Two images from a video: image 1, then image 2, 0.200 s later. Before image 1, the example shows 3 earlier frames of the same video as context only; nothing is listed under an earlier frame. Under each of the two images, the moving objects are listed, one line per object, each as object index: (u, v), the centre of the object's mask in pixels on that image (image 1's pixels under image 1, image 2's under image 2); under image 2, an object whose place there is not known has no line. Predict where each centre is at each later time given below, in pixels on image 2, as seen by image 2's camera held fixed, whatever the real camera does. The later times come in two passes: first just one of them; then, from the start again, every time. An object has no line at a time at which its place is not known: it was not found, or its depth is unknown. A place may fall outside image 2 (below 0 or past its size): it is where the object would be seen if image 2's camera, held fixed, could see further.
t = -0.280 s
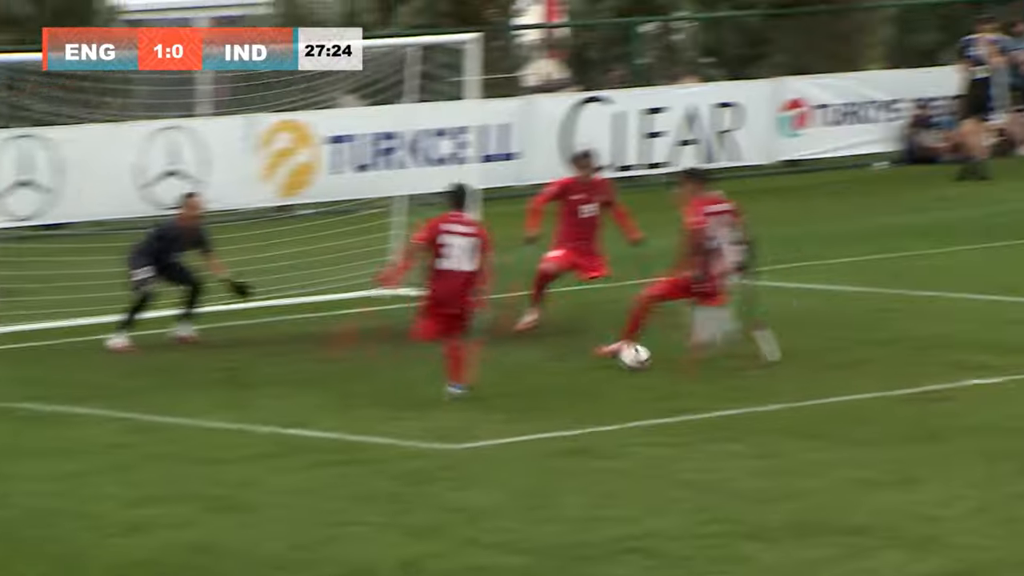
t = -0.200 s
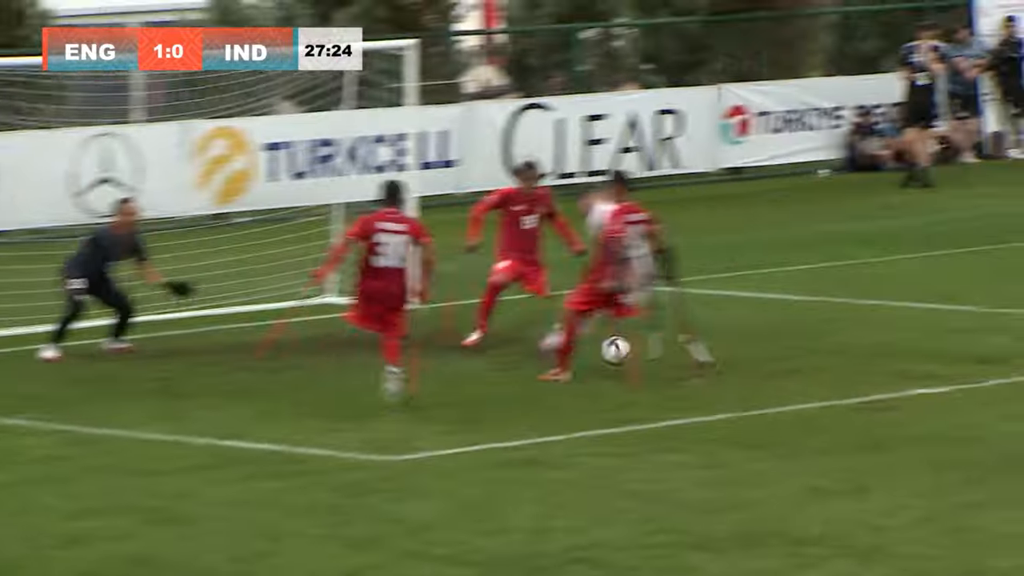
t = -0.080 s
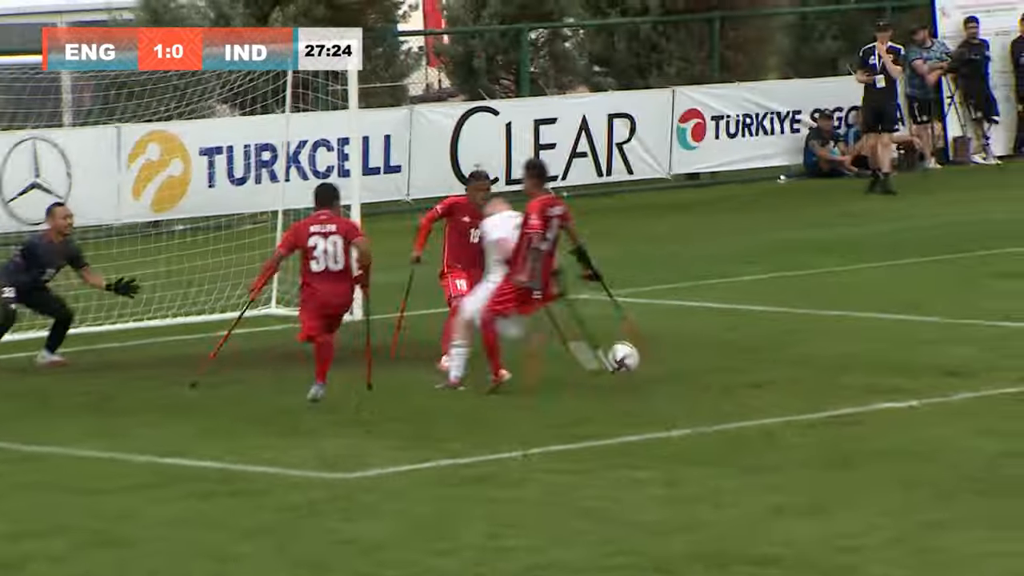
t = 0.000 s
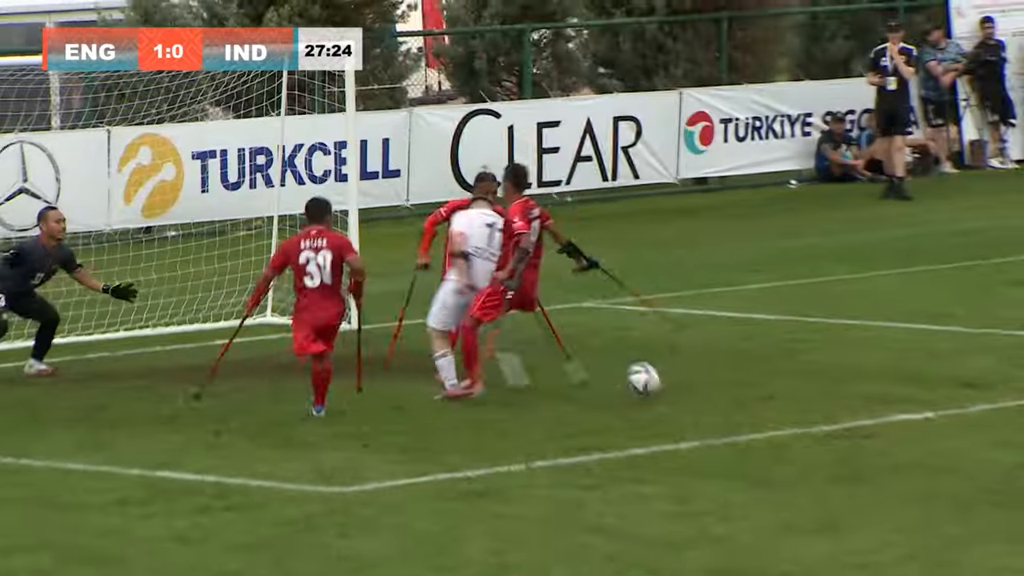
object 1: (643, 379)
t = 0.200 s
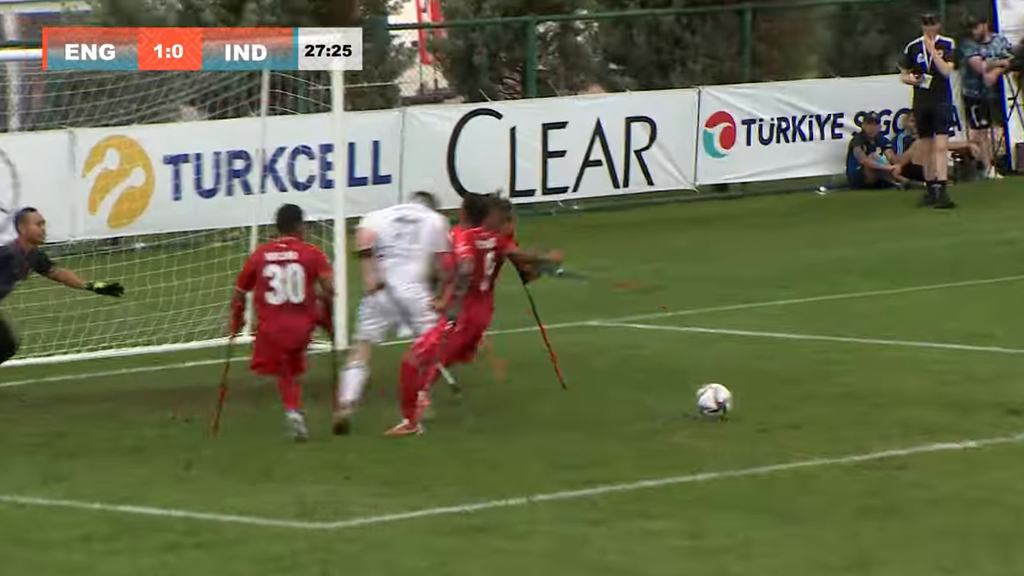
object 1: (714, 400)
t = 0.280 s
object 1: (738, 402)
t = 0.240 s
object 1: (726, 404)
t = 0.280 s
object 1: (738, 402)
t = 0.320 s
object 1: (749, 398)
